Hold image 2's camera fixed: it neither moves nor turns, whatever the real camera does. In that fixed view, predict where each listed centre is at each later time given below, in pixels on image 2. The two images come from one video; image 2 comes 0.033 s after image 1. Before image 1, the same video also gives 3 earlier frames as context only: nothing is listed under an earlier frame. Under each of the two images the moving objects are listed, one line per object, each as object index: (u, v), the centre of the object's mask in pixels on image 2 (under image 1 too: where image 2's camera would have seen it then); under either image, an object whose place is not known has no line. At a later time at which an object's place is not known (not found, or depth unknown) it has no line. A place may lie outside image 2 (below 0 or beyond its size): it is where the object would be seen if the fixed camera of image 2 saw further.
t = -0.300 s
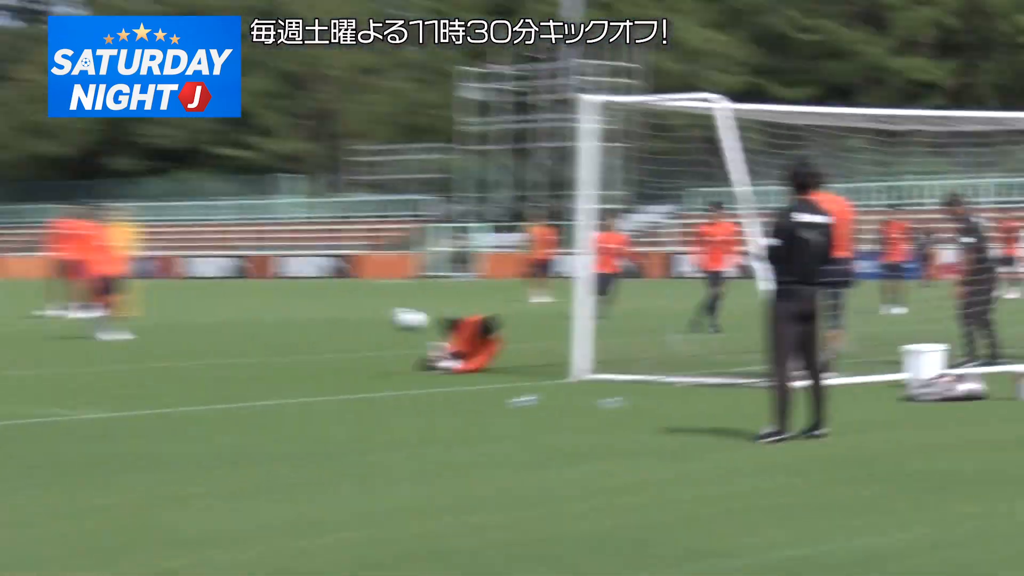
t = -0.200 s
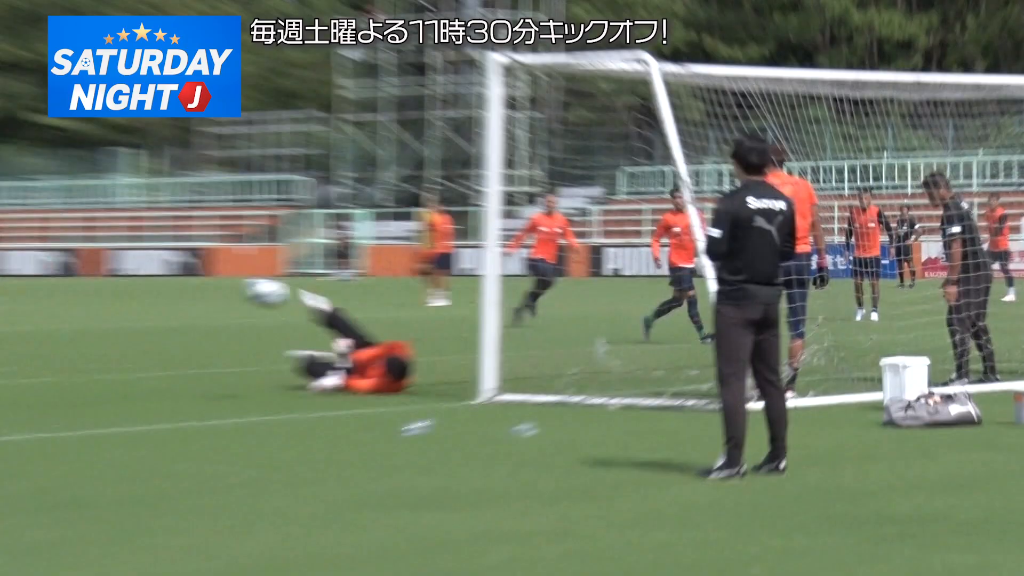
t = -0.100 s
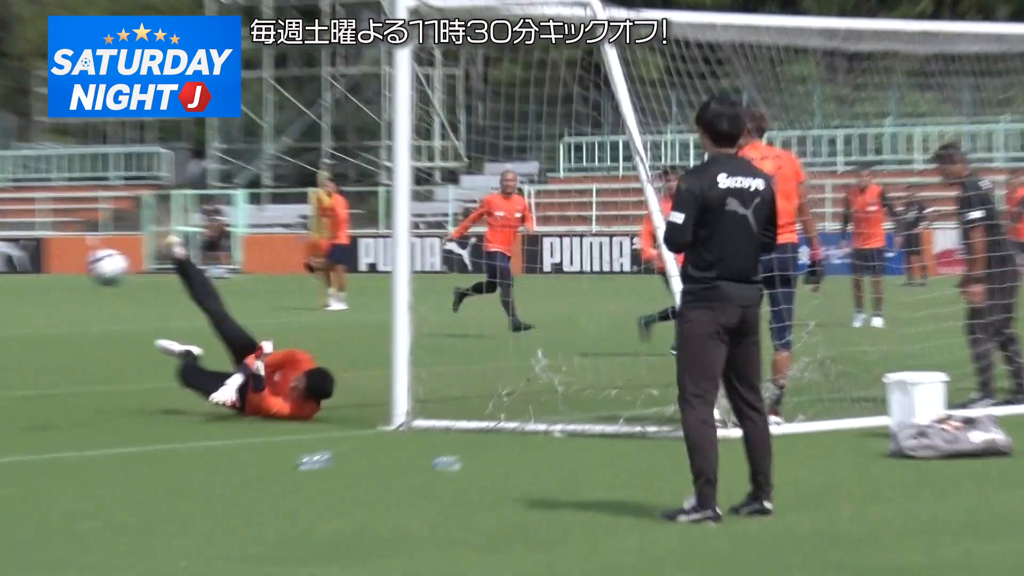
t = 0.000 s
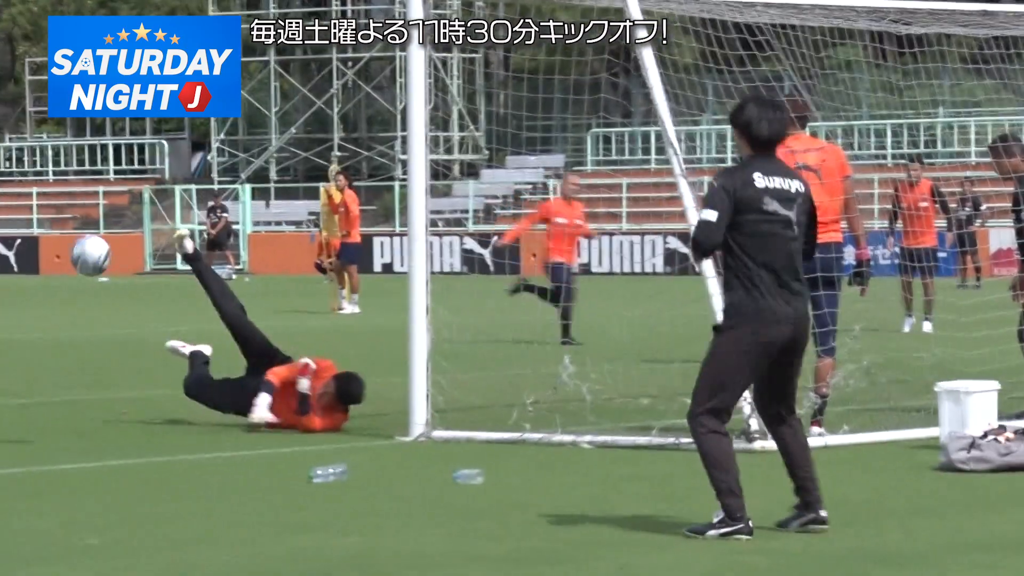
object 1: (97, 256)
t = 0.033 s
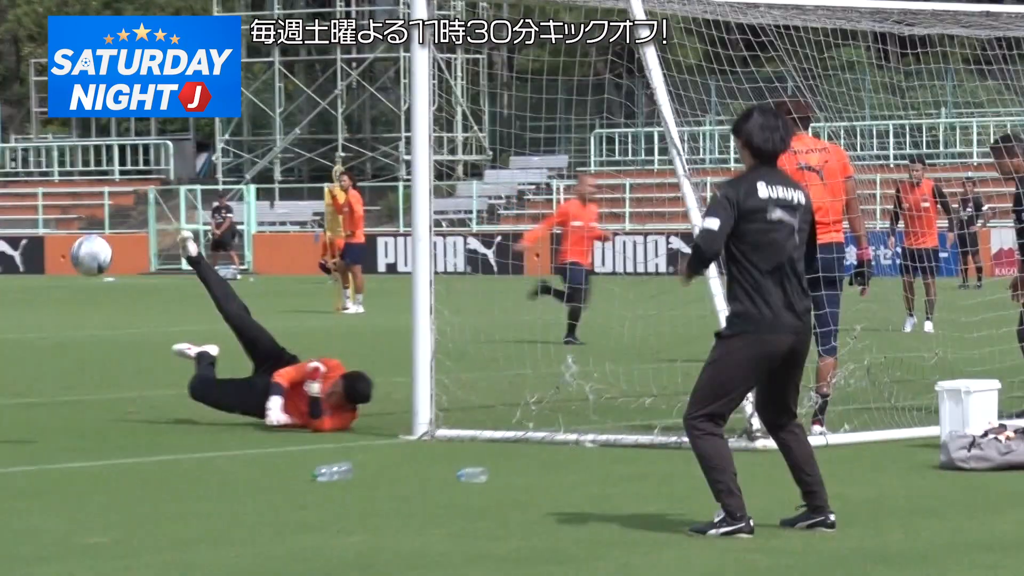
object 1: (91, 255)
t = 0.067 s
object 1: (88, 257)
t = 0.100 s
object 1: (82, 262)
